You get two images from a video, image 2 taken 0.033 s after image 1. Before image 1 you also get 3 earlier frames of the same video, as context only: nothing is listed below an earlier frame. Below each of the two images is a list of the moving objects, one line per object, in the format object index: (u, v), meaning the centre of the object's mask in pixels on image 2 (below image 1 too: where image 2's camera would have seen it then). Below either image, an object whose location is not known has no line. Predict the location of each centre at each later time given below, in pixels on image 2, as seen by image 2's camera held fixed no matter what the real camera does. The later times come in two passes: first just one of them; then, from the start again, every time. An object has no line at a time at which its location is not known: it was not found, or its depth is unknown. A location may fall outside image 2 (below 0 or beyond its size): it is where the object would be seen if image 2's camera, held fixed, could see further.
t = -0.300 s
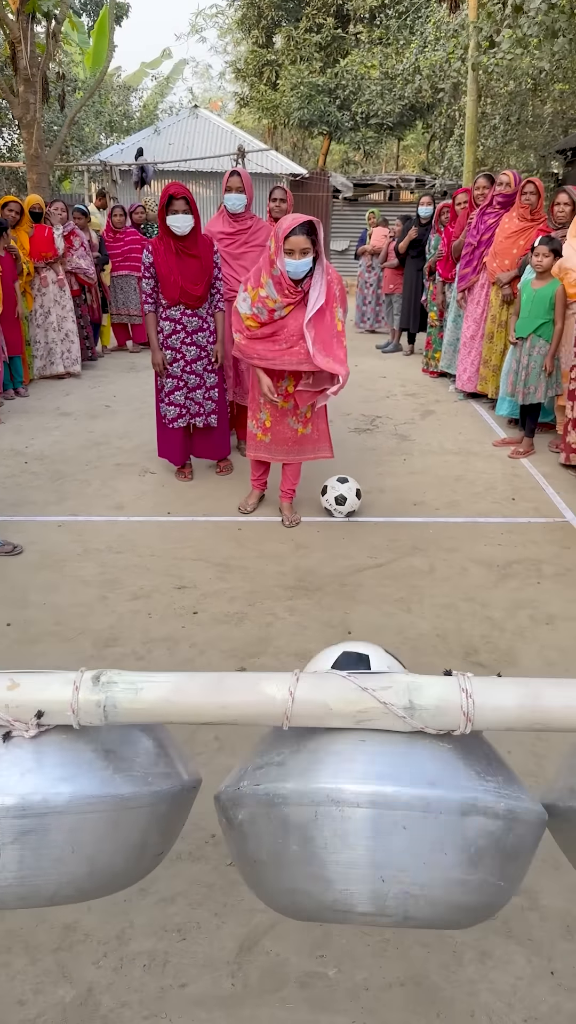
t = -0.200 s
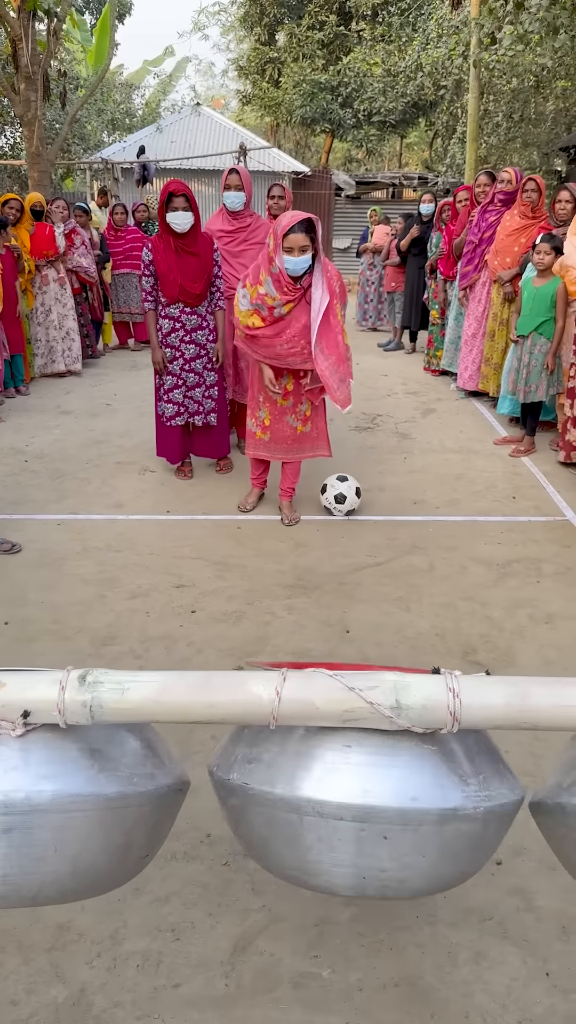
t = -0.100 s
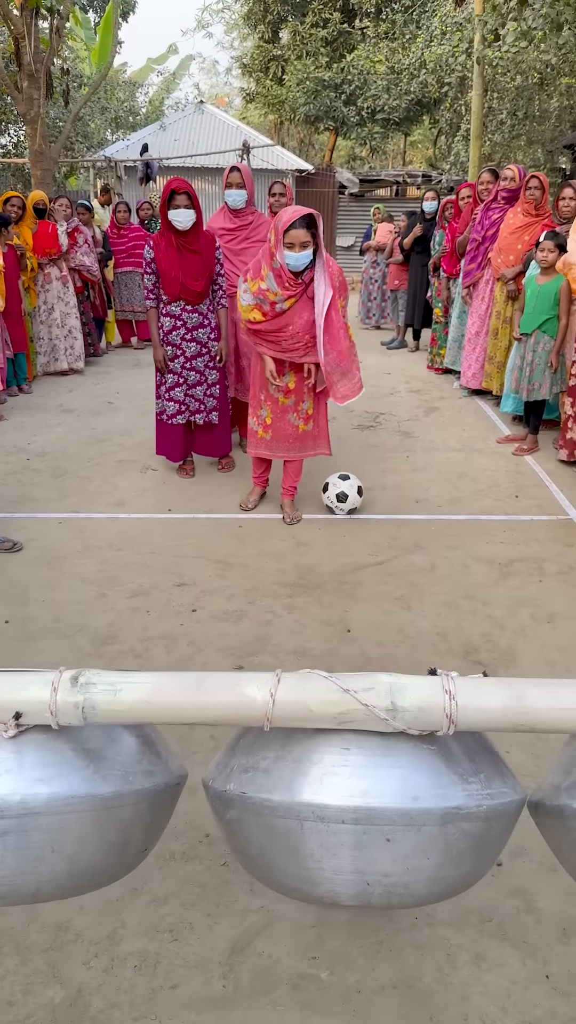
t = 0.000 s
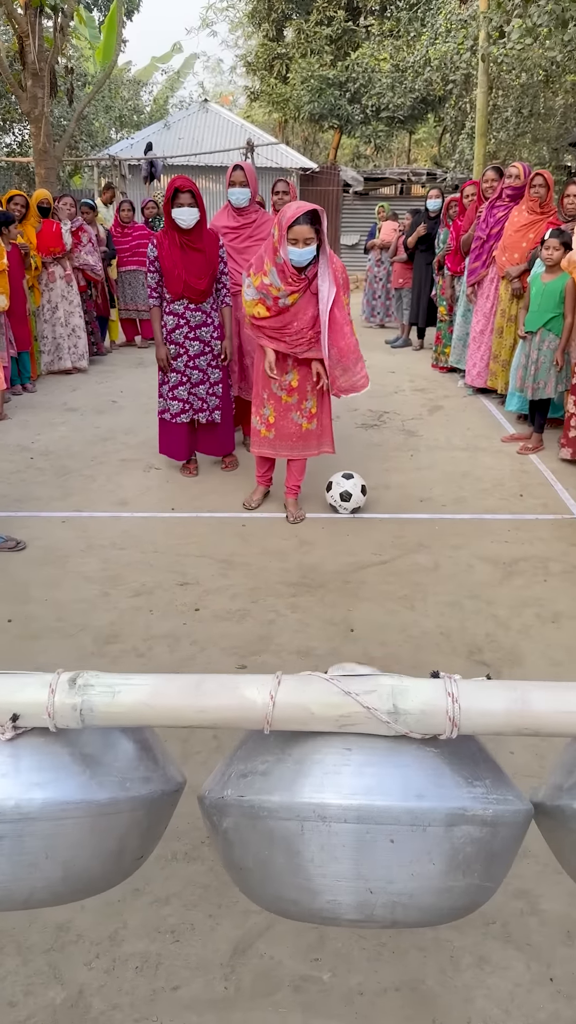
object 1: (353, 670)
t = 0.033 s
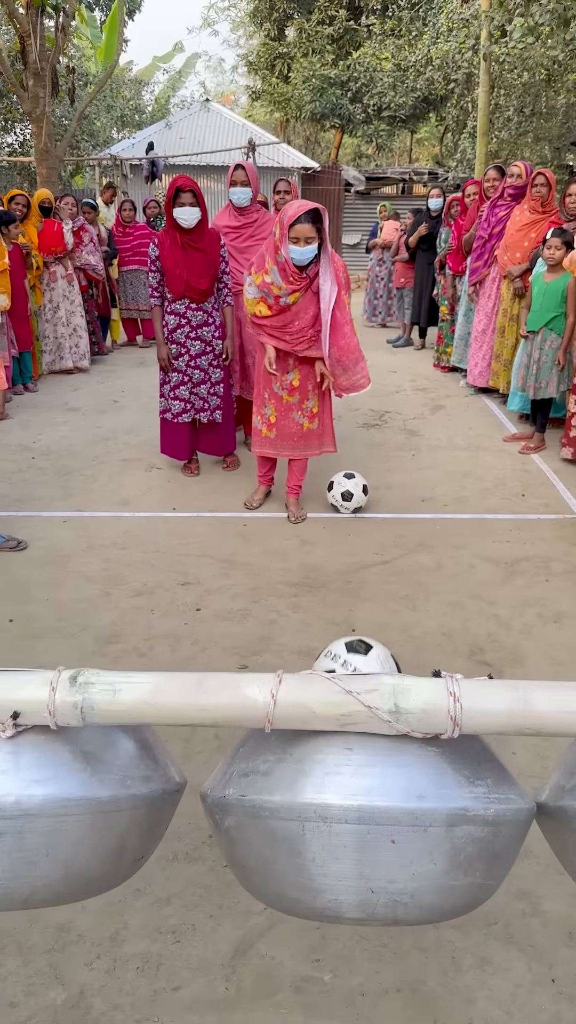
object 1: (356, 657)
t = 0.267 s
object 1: (364, 617)
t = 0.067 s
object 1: (358, 646)
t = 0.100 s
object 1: (359, 639)
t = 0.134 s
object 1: (361, 629)
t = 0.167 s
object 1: (362, 620)
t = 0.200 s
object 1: (363, 615)
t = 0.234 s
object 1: (363, 614)
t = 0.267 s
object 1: (364, 617)
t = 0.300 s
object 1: (364, 624)
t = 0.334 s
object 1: (365, 633)
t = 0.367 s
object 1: (365, 644)
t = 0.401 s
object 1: (365, 655)
